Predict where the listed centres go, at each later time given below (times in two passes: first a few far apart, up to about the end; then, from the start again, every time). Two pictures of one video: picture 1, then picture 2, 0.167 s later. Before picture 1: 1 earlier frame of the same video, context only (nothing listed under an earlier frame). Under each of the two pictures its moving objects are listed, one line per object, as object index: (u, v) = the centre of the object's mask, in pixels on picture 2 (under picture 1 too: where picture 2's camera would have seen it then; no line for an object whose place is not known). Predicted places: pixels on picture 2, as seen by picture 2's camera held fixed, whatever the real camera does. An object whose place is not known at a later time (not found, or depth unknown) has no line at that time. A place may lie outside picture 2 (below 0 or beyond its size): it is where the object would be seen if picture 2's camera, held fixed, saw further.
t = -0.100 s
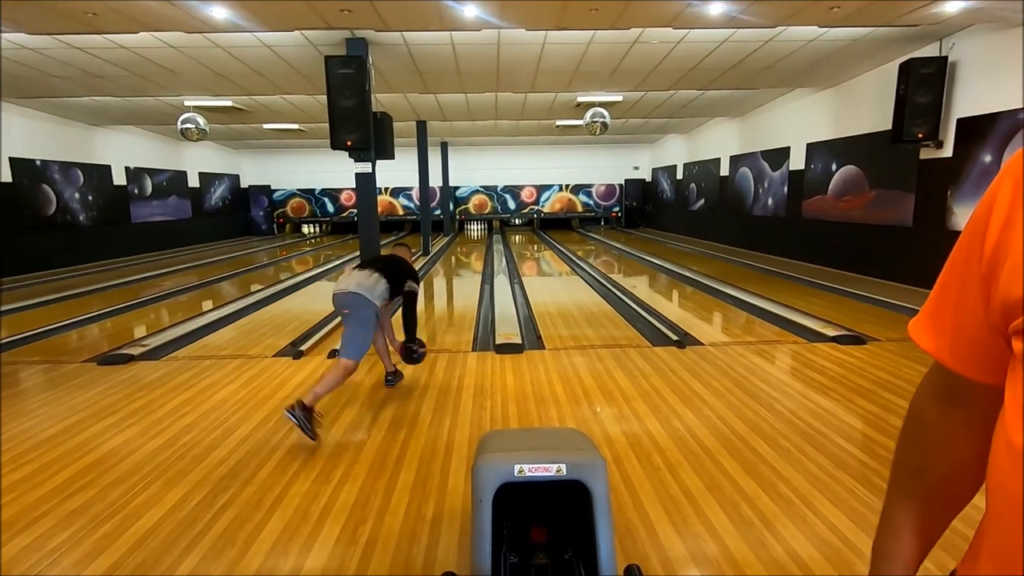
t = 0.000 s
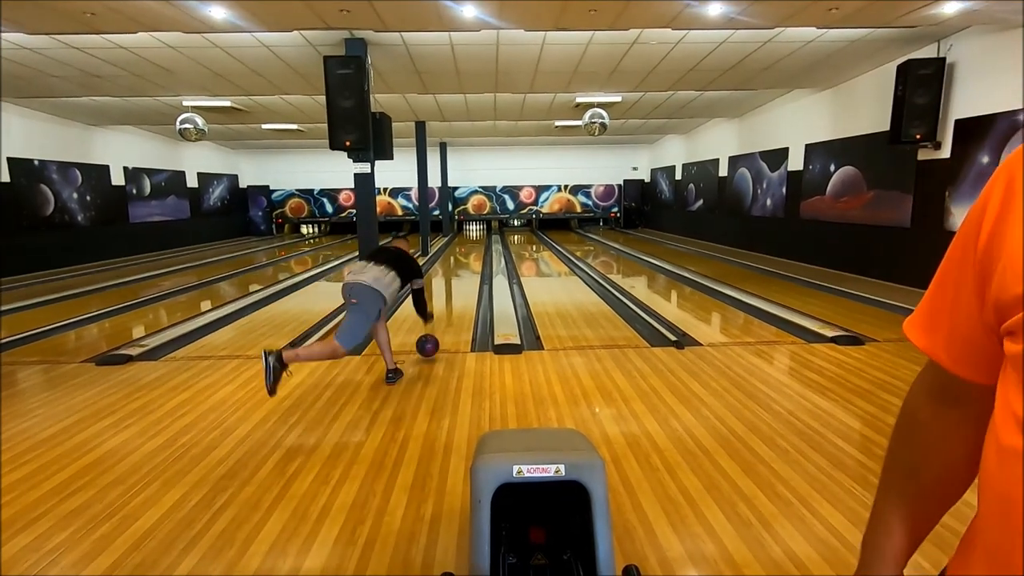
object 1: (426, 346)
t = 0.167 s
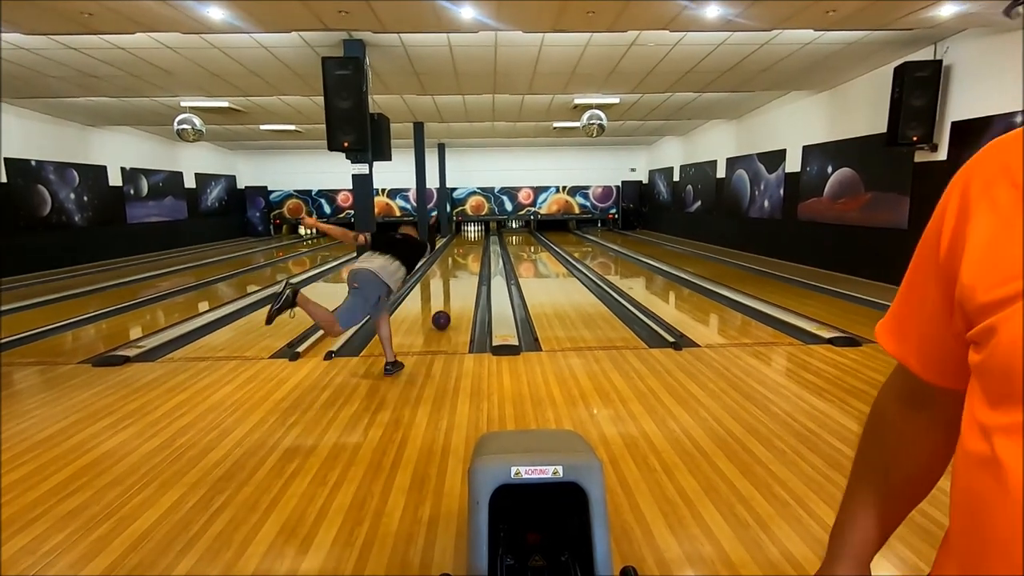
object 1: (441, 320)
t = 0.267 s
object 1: (447, 307)
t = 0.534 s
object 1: (457, 283)
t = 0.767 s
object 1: (466, 268)
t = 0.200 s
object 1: (443, 315)
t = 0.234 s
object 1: (445, 311)
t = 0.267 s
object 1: (447, 307)
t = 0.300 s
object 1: (449, 303)
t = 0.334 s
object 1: (451, 300)
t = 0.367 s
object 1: (453, 296)
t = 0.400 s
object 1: (454, 293)
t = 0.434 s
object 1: (456, 290)
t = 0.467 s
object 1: (457, 287)
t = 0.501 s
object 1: (459, 285)
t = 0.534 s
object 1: (457, 283)
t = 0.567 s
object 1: (461, 280)
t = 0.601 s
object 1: (462, 278)
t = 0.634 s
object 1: (463, 276)
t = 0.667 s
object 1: (464, 274)
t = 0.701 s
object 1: (465, 272)
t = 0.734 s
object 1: (465, 270)
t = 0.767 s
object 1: (466, 268)
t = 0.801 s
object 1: (467, 267)
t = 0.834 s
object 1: (468, 265)
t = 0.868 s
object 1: (468, 264)
